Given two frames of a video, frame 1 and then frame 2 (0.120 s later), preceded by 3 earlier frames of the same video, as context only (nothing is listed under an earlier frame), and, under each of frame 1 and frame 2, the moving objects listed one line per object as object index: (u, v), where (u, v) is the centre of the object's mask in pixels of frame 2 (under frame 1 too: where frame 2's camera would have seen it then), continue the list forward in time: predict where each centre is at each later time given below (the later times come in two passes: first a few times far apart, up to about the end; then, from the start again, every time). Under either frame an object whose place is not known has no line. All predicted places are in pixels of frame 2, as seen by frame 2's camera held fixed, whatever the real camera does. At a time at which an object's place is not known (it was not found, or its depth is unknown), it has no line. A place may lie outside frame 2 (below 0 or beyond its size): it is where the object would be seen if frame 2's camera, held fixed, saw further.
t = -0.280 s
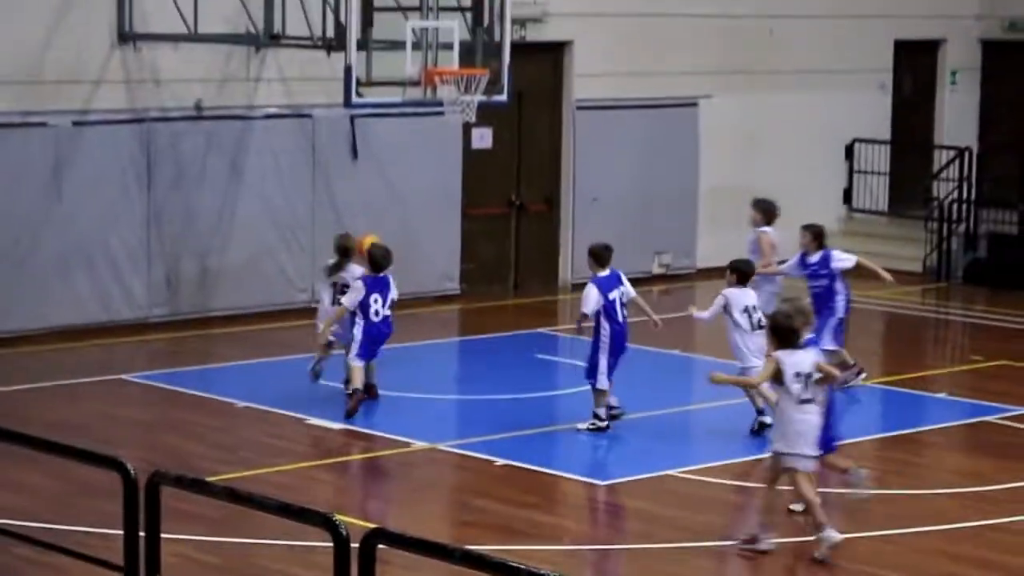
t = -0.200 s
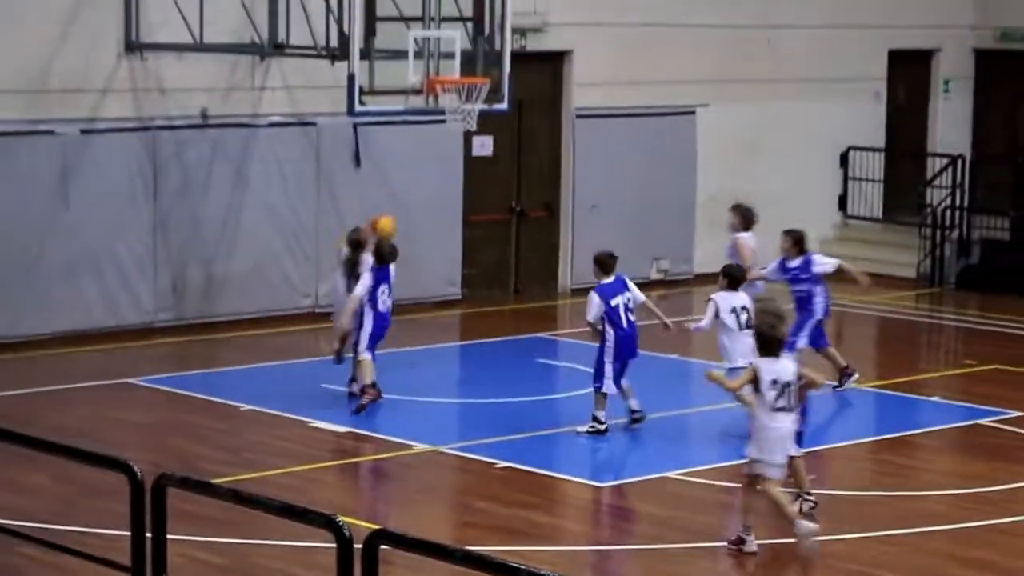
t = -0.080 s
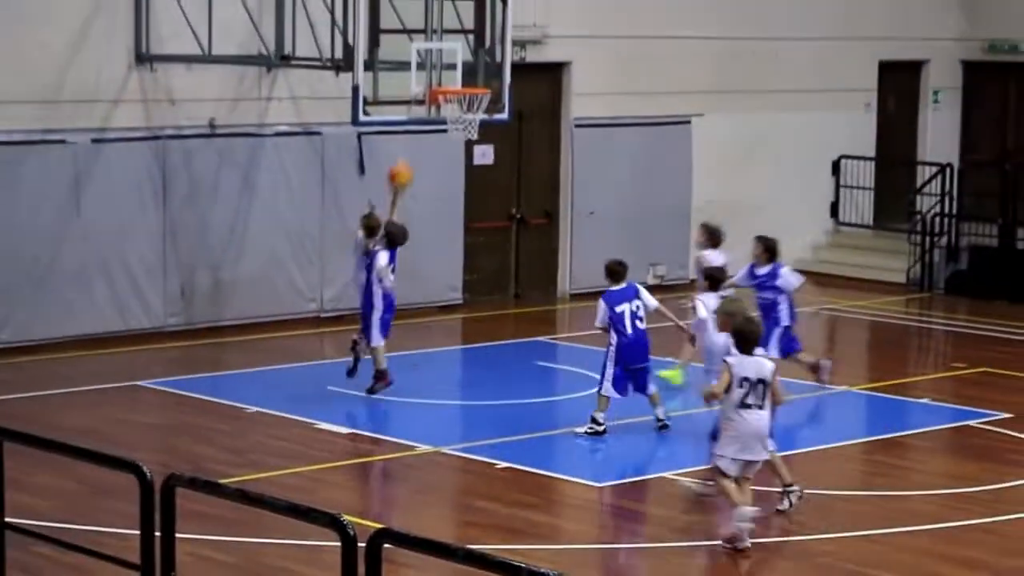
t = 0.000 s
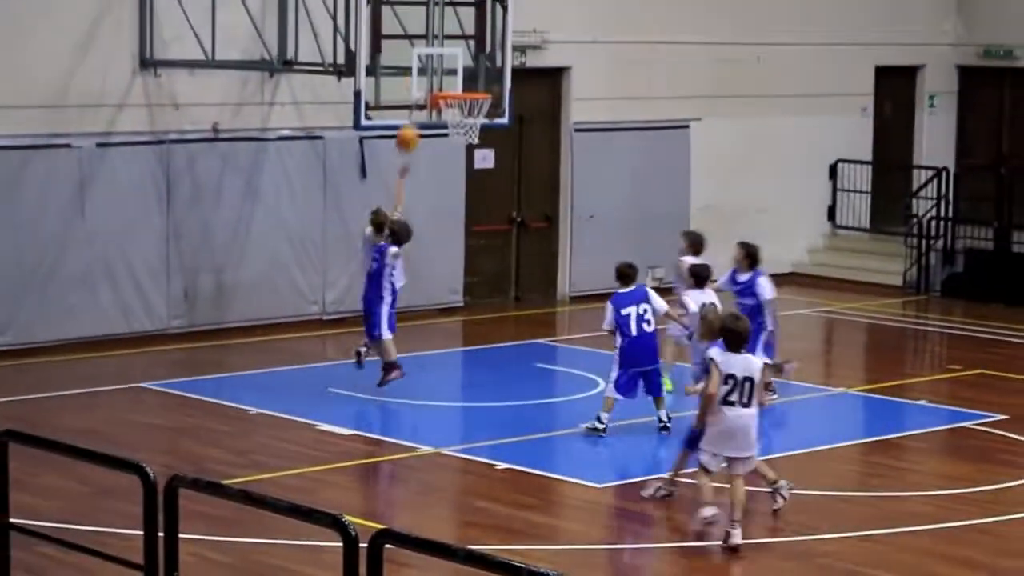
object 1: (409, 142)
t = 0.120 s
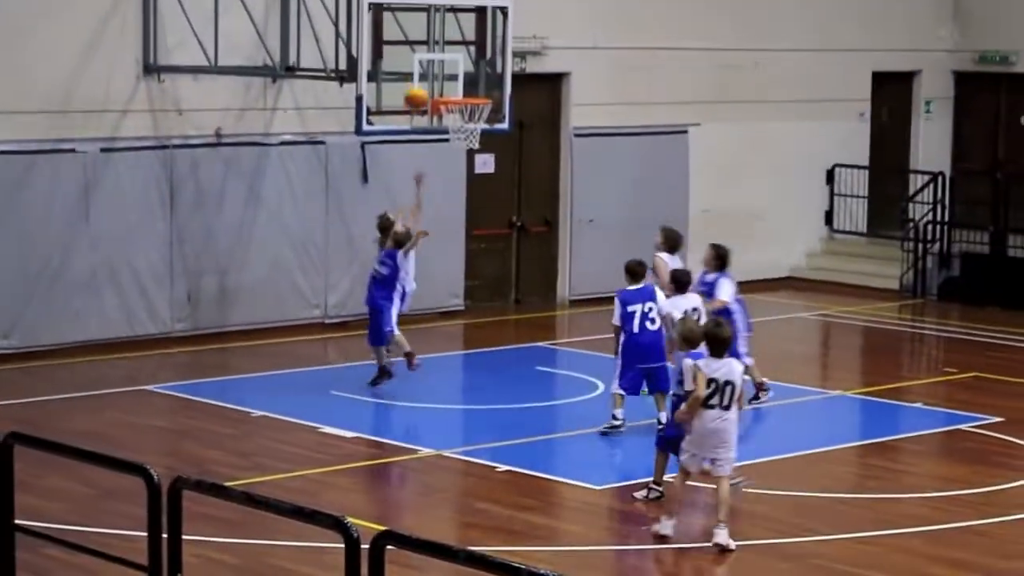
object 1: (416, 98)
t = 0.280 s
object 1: (442, 75)
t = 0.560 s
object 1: (467, 84)
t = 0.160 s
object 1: (418, 86)
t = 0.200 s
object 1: (424, 77)
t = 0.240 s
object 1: (433, 75)
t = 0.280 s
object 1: (442, 75)
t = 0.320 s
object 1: (450, 76)
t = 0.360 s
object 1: (461, 78)
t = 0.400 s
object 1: (469, 82)
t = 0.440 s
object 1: (478, 87)
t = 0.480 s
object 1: (480, 88)
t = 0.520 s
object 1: (474, 85)
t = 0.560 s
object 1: (467, 84)
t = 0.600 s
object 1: (461, 82)
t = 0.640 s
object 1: (454, 84)
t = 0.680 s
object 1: (448, 86)
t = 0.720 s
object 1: (446, 83)
